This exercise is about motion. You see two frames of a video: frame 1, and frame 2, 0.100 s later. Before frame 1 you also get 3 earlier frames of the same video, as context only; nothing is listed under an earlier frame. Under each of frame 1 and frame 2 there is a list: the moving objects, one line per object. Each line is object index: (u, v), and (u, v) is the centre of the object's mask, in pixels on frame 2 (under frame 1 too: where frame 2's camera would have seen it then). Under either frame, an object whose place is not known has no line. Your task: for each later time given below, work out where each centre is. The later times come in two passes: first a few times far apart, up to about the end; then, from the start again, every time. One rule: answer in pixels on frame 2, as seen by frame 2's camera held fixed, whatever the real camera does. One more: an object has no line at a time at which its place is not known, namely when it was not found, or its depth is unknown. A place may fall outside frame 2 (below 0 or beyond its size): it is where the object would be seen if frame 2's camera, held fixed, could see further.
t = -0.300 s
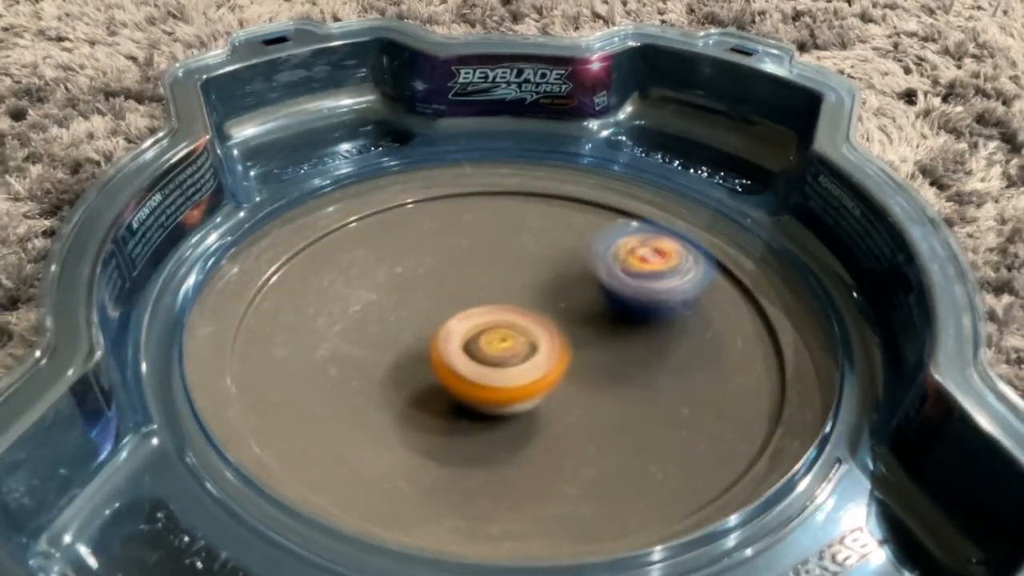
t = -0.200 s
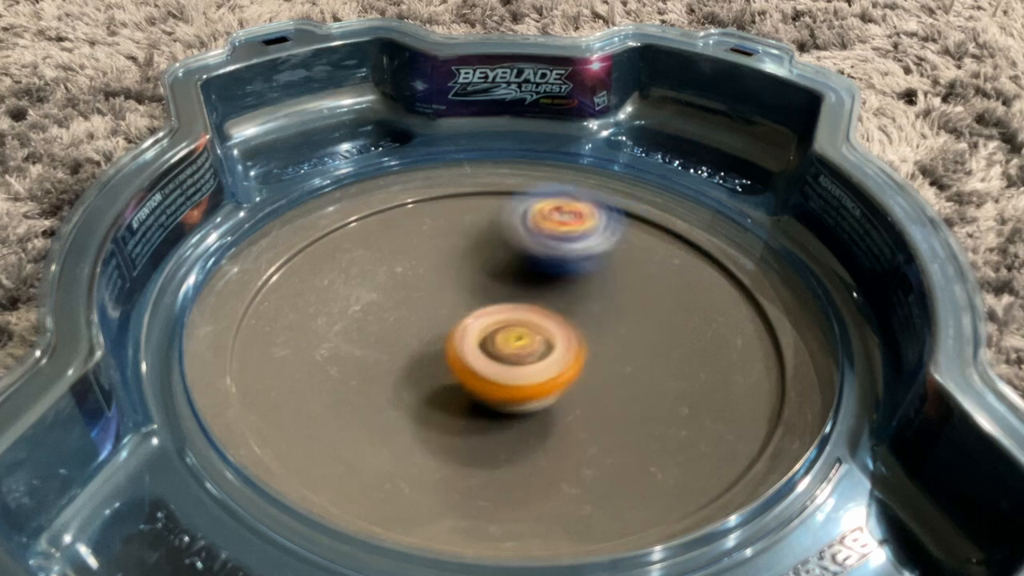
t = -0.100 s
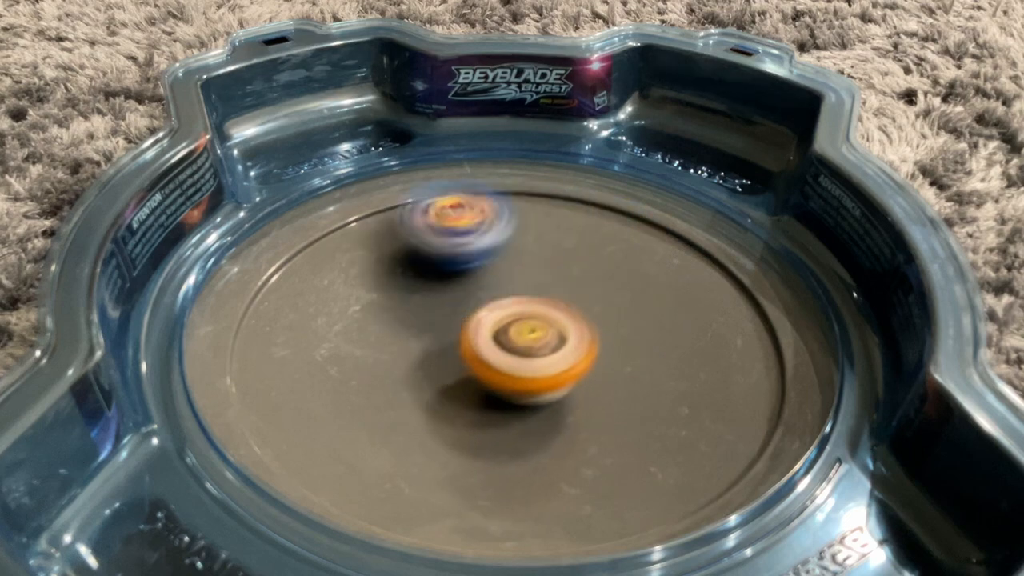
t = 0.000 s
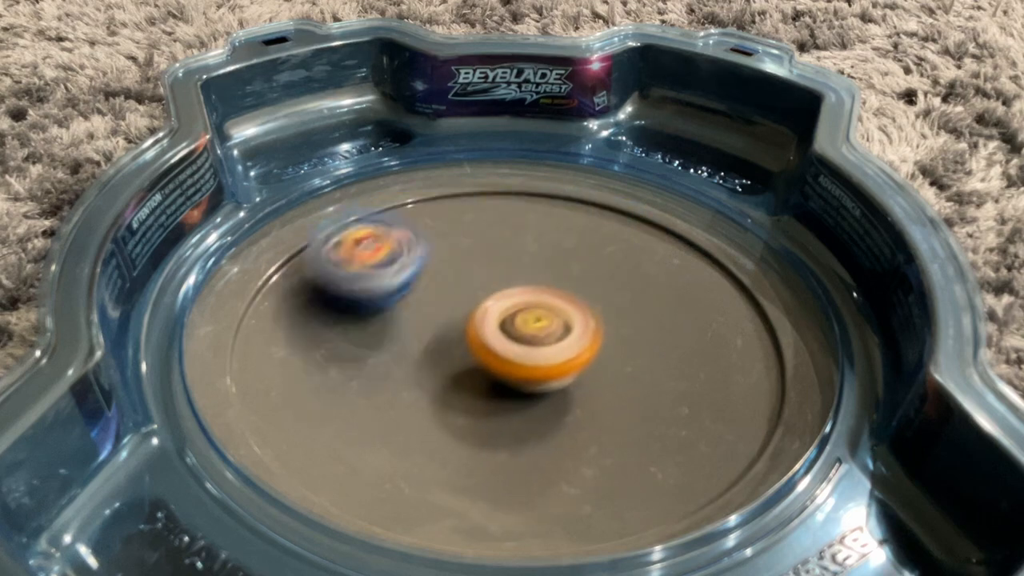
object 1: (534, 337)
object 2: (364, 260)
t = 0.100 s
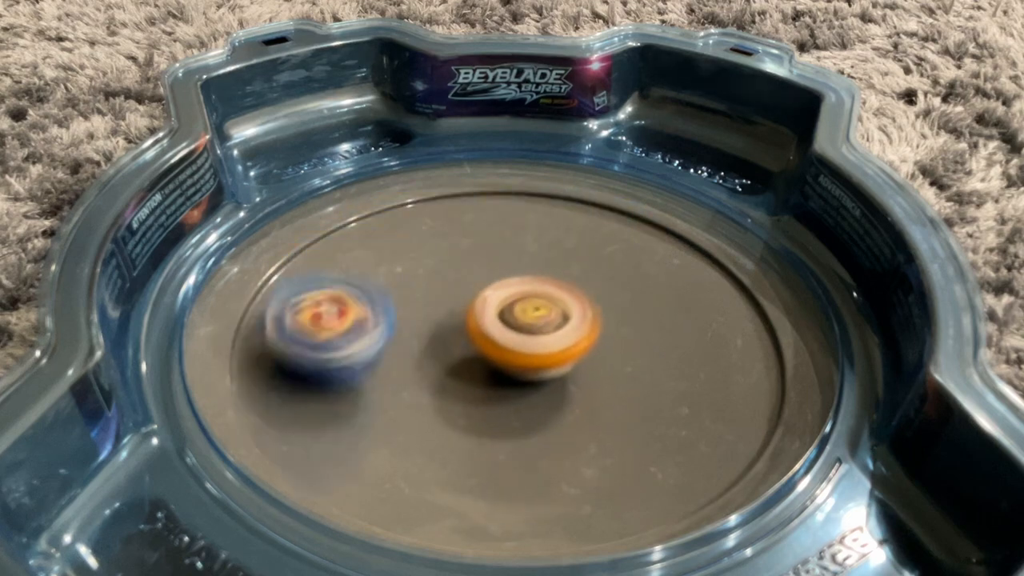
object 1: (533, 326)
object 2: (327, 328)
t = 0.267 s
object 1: (516, 313)
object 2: (453, 434)
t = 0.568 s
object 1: (479, 317)
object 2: (693, 311)
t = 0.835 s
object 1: (487, 344)
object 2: (484, 230)
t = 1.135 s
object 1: (542, 346)
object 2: (383, 393)
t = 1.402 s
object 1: (555, 325)
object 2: (663, 405)
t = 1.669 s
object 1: (505, 317)
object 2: (625, 250)
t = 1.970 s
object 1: (470, 361)
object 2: (402, 261)
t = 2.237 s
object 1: (527, 397)
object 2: (375, 340)
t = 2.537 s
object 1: (659, 416)
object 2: (505, 251)
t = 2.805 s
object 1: (627, 386)
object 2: (504, 223)
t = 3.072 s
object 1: (498, 465)
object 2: (593, 200)
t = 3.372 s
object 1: (468, 385)
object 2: (595, 236)
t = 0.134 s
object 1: (530, 323)
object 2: (334, 353)
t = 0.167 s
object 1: (527, 320)
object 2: (350, 379)
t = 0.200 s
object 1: (524, 317)
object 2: (377, 402)
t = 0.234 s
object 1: (520, 315)
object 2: (410, 421)
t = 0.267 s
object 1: (516, 313)
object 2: (453, 434)
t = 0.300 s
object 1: (512, 311)
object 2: (496, 440)
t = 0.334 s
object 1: (508, 310)
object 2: (541, 441)
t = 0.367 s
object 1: (503, 310)
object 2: (585, 434)
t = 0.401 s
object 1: (499, 310)
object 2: (624, 421)
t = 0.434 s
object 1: (495, 310)
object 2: (653, 404)
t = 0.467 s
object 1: (490, 311)
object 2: (678, 381)
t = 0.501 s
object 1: (486, 312)
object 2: (692, 357)
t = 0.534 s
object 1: (482, 314)
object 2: (697, 334)
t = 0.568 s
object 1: (479, 317)
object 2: (693, 311)
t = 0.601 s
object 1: (477, 319)
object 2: (681, 288)
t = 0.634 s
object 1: (475, 323)
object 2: (664, 271)
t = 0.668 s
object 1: (474, 326)
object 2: (641, 254)
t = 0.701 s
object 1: (474, 330)
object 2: (615, 241)
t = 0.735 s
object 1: (476, 334)
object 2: (585, 231)
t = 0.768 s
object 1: (478, 337)
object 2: (552, 226)
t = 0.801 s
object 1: (482, 341)
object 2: (518, 225)
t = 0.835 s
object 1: (487, 344)
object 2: (484, 230)
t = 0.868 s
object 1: (492, 347)
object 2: (451, 239)
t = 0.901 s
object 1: (499, 349)
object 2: (423, 248)
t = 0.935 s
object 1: (505, 351)
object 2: (397, 263)
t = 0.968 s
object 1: (513, 351)
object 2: (378, 280)
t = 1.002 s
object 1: (519, 351)
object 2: (363, 301)
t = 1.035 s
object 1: (526, 351)
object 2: (355, 323)
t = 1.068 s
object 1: (532, 350)
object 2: (356, 347)
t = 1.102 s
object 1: (537, 348)
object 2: (366, 369)
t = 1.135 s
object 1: (542, 346)
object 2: (383, 393)
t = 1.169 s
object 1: (547, 344)
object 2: (408, 414)
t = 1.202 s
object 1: (551, 342)
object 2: (442, 429)
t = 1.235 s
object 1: (554, 339)
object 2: (481, 440)
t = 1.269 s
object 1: (556, 335)
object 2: (521, 445)
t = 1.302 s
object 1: (557, 332)
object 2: (562, 444)
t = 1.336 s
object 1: (557, 329)
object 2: (601, 436)
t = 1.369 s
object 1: (557, 327)
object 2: (636, 422)
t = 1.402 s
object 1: (555, 325)
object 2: (663, 405)
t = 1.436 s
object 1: (553, 322)
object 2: (681, 384)
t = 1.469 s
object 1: (550, 320)
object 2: (691, 363)
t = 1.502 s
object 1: (546, 319)
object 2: (692, 341)
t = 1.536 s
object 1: (541, 317)
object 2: (684, 317)
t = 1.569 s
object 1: (536, 316)
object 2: (670, 300)
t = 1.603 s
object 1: (526, 316)
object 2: (656, 282)
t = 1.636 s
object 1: (515, 316)
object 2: (643, 264)
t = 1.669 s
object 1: (505, 317)
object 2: (625, 250)
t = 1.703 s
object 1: (497, 319)
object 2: (602, 239)
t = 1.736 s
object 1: (491, 322)
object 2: (577, 232)
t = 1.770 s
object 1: (485, 324)
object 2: (549, 228)
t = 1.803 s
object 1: (480, 327)
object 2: (520, 228)
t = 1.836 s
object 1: (475, 331)
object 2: (489, 234)
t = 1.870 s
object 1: (471, 335)
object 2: (464, 240)
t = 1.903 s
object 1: (467, 341)
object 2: (443, 248)
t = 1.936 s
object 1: (466, 348)
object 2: (421, 259)
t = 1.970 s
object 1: (470, 361)
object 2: (402, 261)
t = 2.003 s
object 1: (477, 378)
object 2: (384, 259)
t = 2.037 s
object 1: (486, 390)
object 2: (365, 261)
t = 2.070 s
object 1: (495, 398)
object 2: (349, 268)
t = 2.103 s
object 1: (503, 403)
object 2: (337, 279)
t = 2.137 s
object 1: (511, 404)
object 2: (334, 295)
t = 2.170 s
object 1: (518, 403)
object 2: (338, 309)
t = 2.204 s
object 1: (523, 401)
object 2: (355, 327)
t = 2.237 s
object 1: (527, 397)
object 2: (375, 340)
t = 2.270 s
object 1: (534, 396)
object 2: (401, 346)
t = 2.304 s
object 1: (563, 409)
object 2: (414, 333)
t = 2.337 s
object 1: (588, 417)
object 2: (432, 321)
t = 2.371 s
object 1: (609, 421)
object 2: (449, 311)
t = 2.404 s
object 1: (624, 422)
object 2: (463, 300)
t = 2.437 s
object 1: (637, 422)
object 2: (476, 288)
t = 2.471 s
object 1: (647, 420)
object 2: (487, 276)
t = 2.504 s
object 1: (654, 418)
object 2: (497, 264)
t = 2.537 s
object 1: (659, 416)
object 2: (505, 251)
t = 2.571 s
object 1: (661, 413)
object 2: (510, 240)
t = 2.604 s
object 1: (662, 409)
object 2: (513, 229)
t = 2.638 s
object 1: (659, 405)
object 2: (515, 221)
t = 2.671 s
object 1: (655, 401)
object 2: (514, 215)
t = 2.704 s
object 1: (649, 397)
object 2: (511, 212)
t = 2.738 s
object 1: (642, 393)
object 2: (509, 212)
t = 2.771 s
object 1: (635, 389)
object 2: (506, 215)
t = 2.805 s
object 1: (627, 386)
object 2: (504, 223)
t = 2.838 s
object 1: (618, 382)
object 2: (504, 233)
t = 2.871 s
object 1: (607, 378)
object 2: (509, 246)
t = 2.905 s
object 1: (595, 374)
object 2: (517, 258)
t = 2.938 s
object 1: (584, 371)
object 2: (527, 270)
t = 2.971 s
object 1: (572, 370)
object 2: (539, 279)
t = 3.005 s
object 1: (548, 399)
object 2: (560, 253)
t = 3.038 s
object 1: (521, 439)
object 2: (580, 225)
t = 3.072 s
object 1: (498, 465)
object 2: (593, 200)
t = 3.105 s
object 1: (474, 487)
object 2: (600, 186)
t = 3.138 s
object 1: (459, 485)
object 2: (600, 184)
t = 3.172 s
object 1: (448, 482)
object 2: (590, 190)
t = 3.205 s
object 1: (443, 473)
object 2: (584, 195)
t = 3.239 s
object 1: (442, 459)
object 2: (580, 200)
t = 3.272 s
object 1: (445, 444)
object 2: (581, 206)
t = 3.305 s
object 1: (450, 427)
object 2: (584, 214)
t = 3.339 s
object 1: (458, 407)
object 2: (590, 225)
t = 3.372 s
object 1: (468, 385)
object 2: (595, 236)
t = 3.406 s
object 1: (483, 361)
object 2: (599, 247)
